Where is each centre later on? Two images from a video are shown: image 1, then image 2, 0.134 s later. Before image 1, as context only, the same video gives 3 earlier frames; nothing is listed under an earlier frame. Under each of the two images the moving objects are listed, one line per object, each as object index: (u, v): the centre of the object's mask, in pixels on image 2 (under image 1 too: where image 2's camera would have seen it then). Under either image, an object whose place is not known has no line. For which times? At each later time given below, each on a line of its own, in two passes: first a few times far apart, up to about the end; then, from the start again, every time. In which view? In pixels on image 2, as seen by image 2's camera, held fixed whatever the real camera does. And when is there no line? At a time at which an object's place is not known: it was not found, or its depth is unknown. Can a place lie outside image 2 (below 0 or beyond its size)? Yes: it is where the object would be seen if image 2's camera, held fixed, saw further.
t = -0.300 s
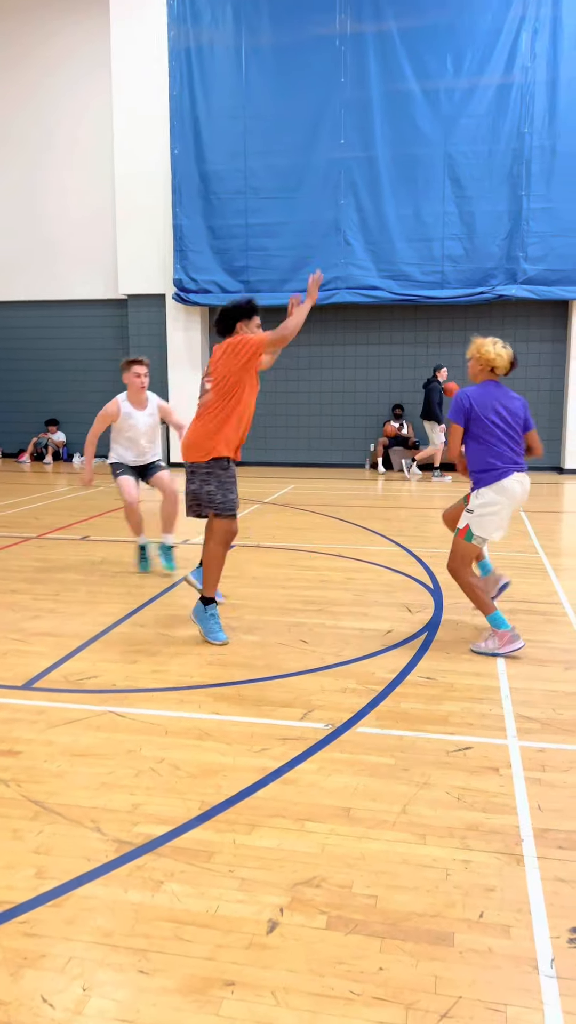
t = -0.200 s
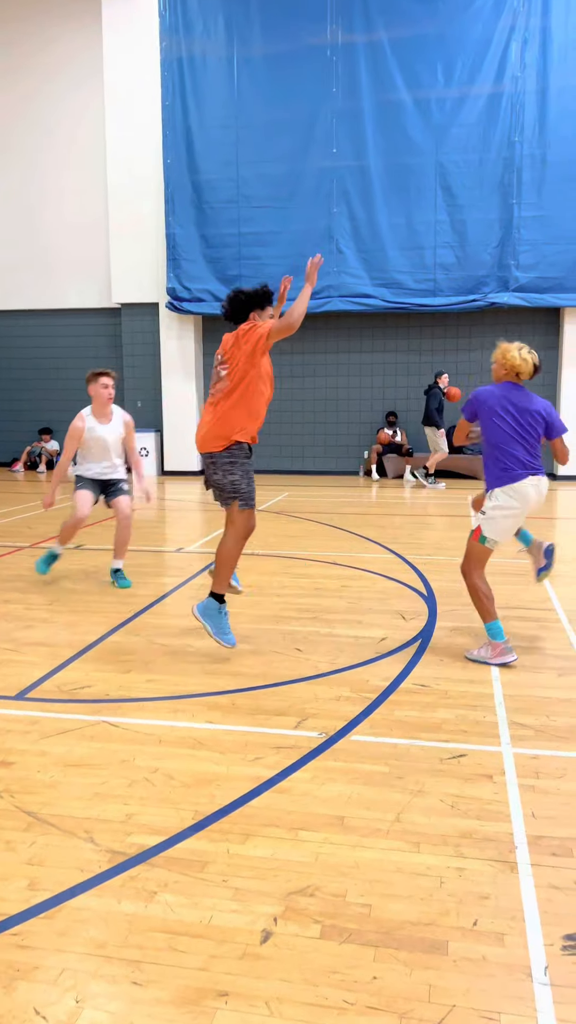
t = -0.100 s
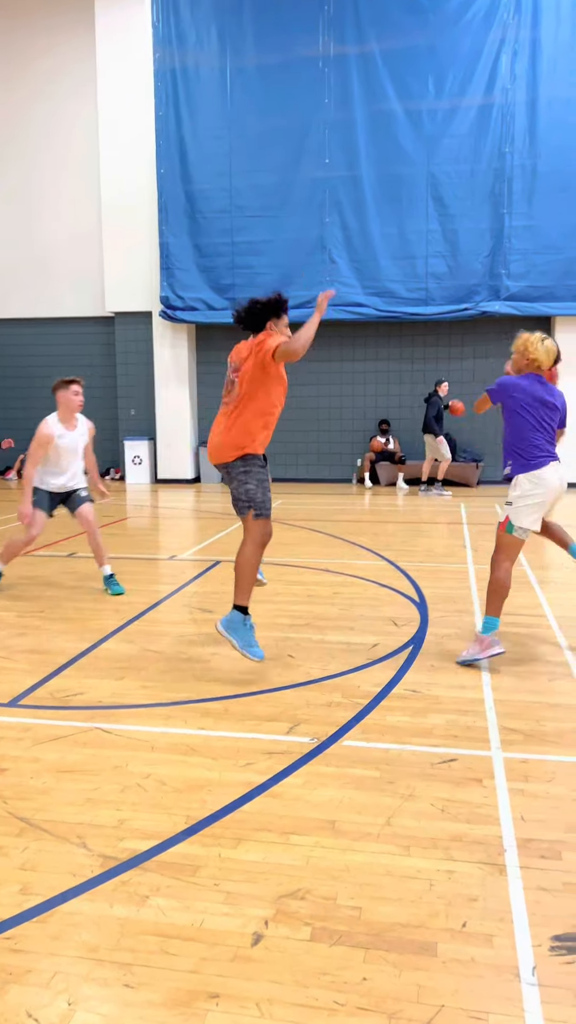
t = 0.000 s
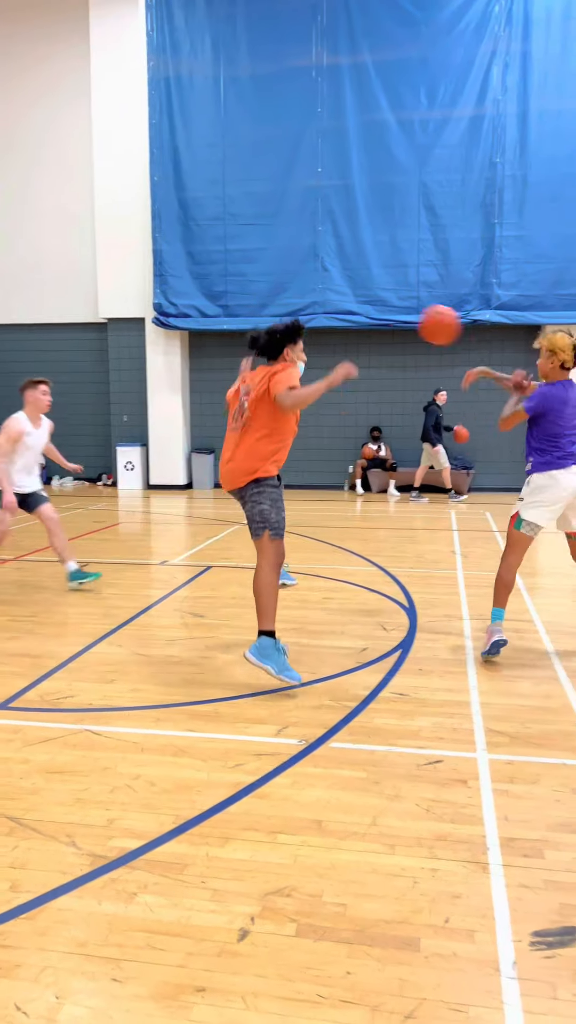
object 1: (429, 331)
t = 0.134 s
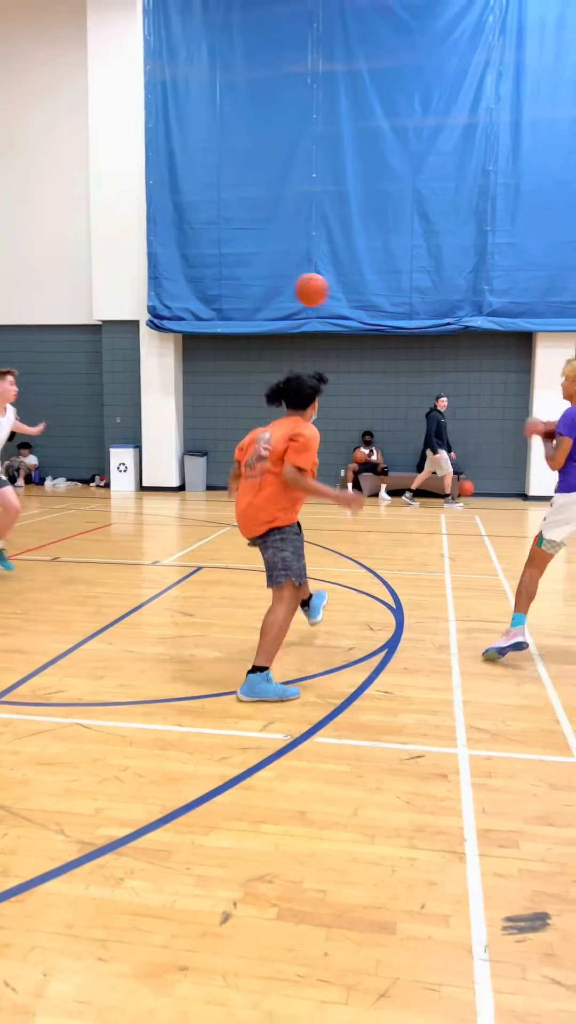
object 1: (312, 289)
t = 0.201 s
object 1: (264, 281)
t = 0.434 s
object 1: (137, 296)
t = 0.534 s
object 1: (97, 316)
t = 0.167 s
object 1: (287, 285)
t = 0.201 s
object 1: (264, 281)
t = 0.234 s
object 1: (242, 279)
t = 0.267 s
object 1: (222, 279)
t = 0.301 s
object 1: (203, 280)
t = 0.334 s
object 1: (185, 283)
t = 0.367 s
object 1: (168, 286)
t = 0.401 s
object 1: (153, 291)
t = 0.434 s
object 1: (137, 296)
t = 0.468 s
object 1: (123, 302)
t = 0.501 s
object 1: (110, 309)
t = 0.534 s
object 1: (97, 316)
